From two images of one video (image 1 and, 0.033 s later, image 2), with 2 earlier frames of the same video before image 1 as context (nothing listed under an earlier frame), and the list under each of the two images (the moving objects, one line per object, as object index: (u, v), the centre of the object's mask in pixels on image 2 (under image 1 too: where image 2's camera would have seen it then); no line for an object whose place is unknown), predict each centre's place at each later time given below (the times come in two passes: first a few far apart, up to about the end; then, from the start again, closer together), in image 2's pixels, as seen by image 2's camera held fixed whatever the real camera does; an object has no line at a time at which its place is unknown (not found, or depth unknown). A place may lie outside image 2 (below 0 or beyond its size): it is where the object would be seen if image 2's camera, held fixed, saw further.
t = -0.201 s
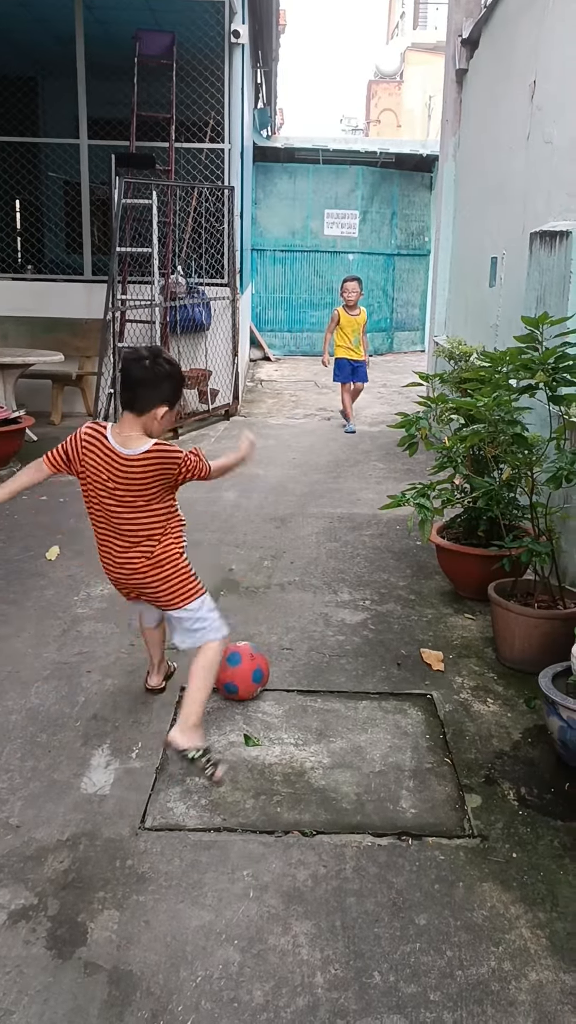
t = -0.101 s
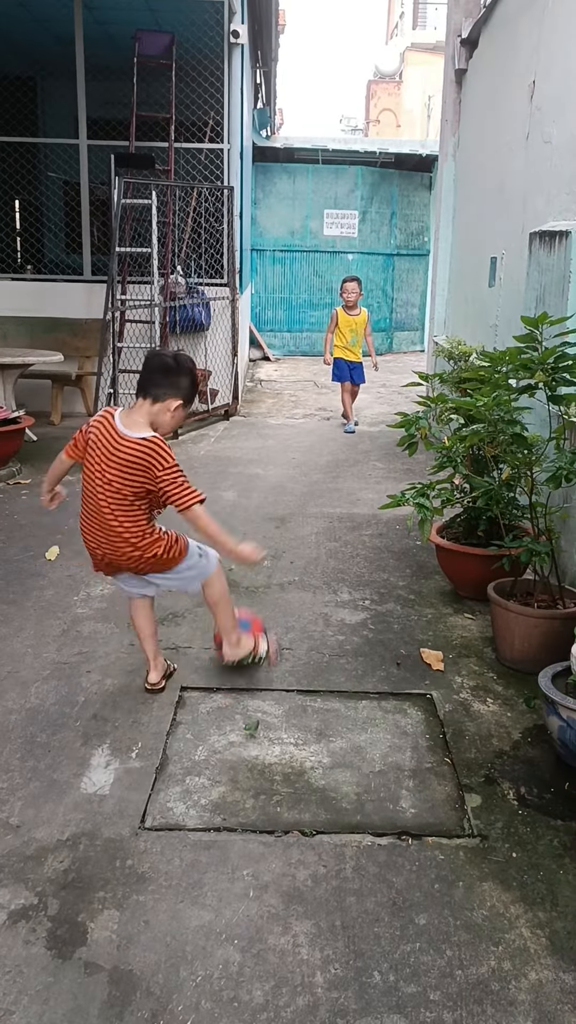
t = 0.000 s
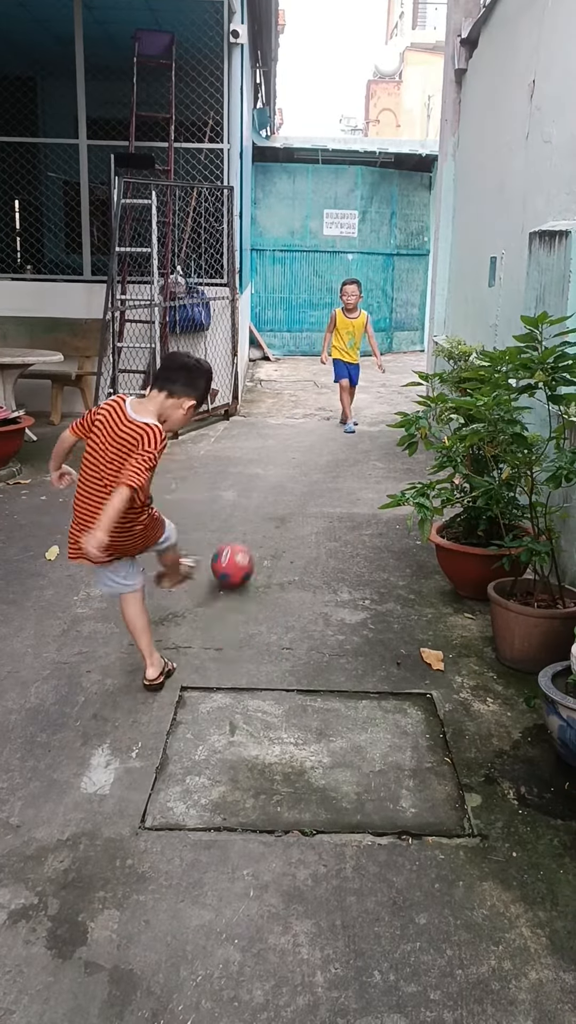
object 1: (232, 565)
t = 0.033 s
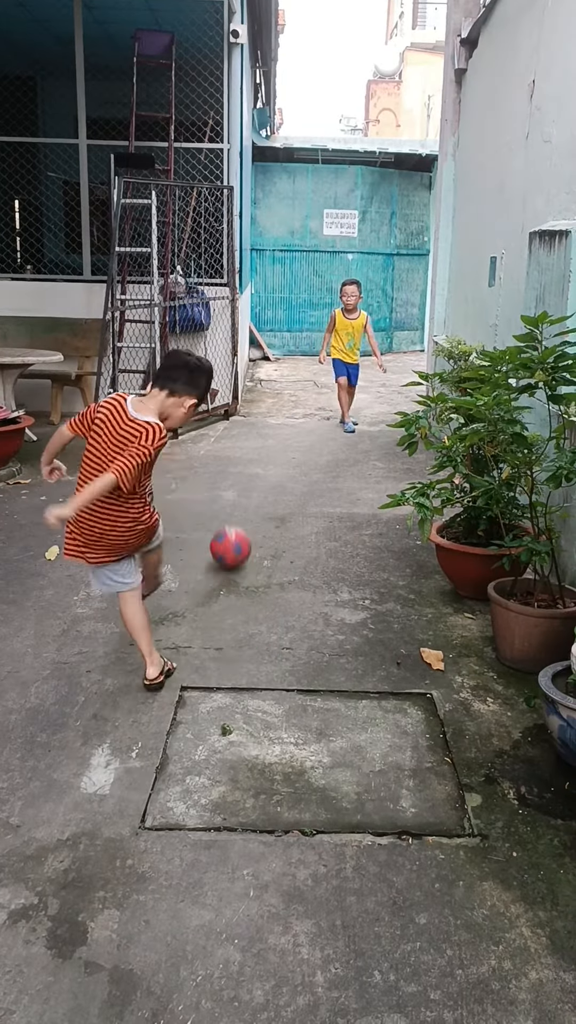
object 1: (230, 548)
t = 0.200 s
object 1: (220, 491)
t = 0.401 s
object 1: (209, 447)
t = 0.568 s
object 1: (203, 429)
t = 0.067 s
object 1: (228, 530)
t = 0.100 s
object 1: (226, 517)
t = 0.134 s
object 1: (224, 506)
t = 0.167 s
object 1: (222, 499)
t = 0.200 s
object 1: (220, 491)
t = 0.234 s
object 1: (218, 482)
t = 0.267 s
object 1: (216, 474)
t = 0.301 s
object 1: (214, 469)
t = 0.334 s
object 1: (213, 466)
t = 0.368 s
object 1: (211, 458)
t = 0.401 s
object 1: (209, 447)
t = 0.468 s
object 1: (213, 452)
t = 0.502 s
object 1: (210, 441)
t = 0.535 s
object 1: (207, 434)
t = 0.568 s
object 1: (203, 429)
